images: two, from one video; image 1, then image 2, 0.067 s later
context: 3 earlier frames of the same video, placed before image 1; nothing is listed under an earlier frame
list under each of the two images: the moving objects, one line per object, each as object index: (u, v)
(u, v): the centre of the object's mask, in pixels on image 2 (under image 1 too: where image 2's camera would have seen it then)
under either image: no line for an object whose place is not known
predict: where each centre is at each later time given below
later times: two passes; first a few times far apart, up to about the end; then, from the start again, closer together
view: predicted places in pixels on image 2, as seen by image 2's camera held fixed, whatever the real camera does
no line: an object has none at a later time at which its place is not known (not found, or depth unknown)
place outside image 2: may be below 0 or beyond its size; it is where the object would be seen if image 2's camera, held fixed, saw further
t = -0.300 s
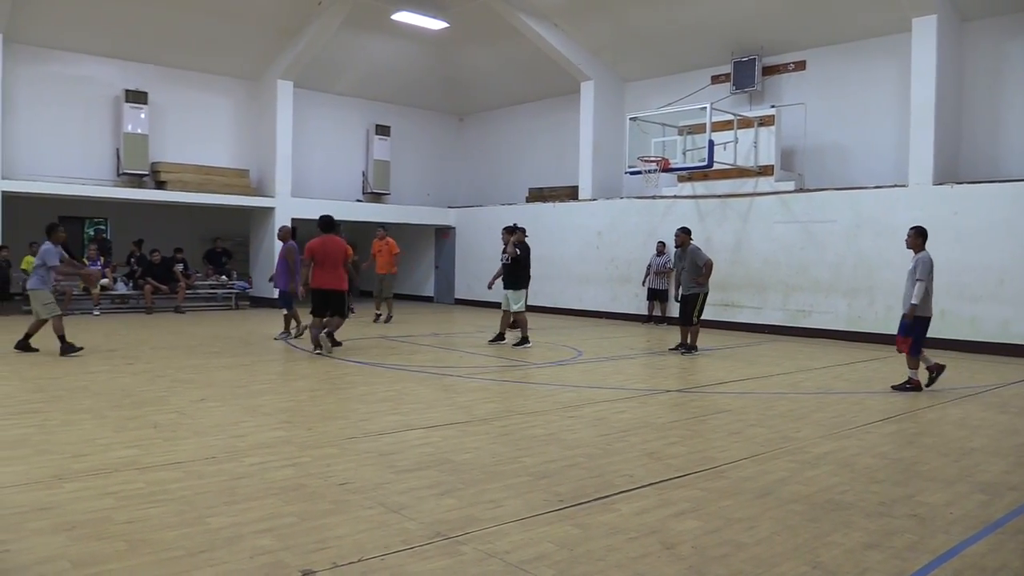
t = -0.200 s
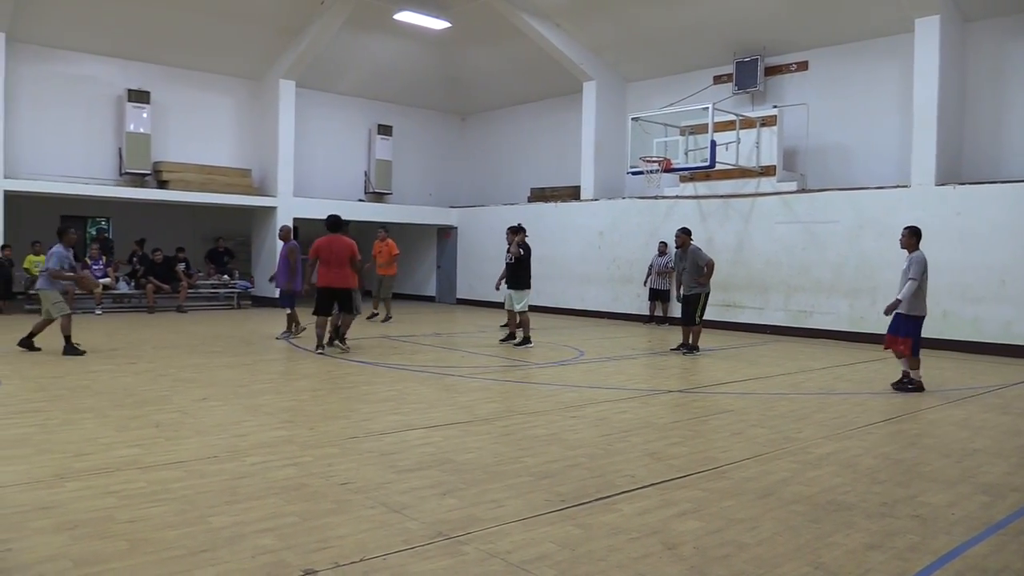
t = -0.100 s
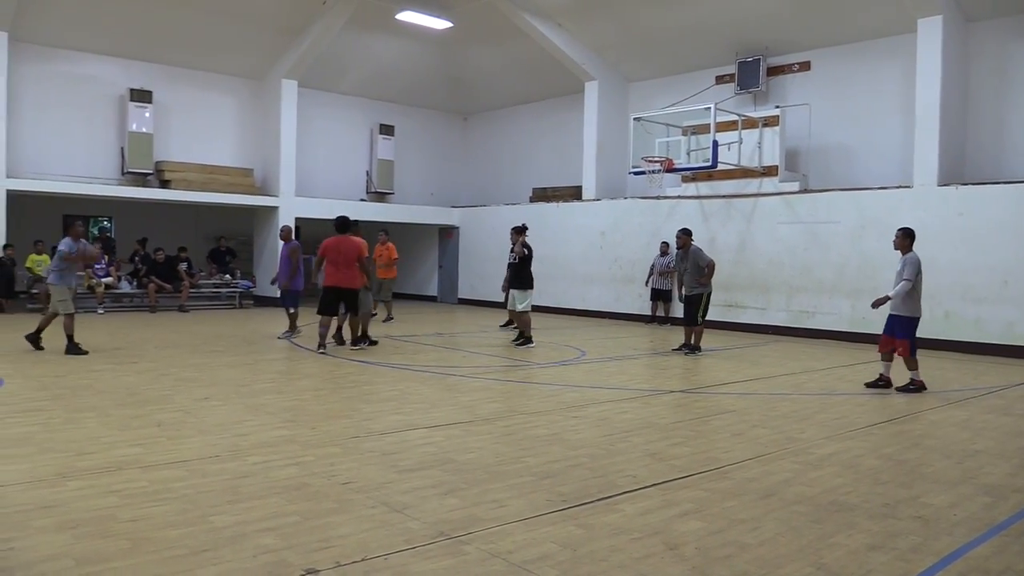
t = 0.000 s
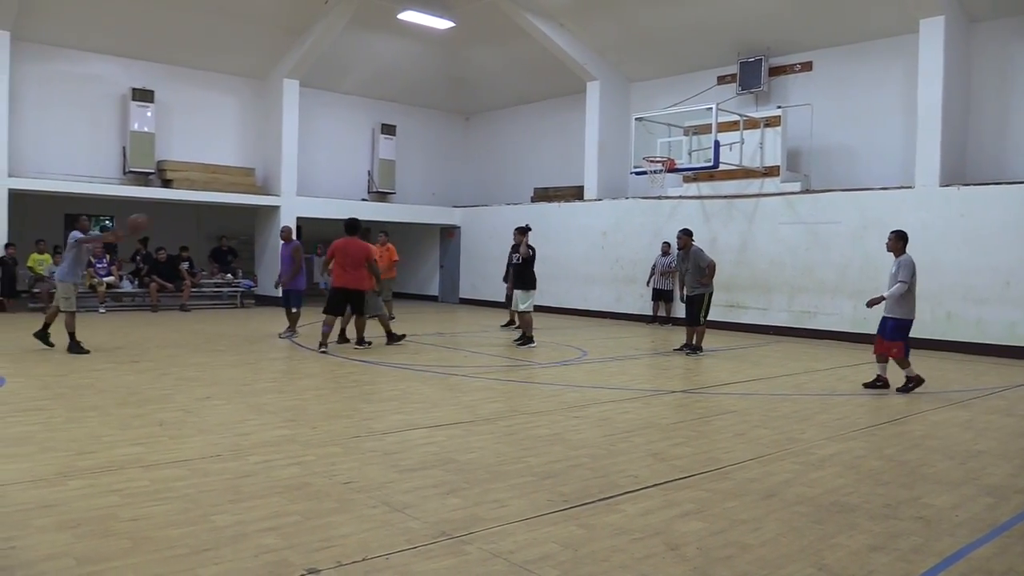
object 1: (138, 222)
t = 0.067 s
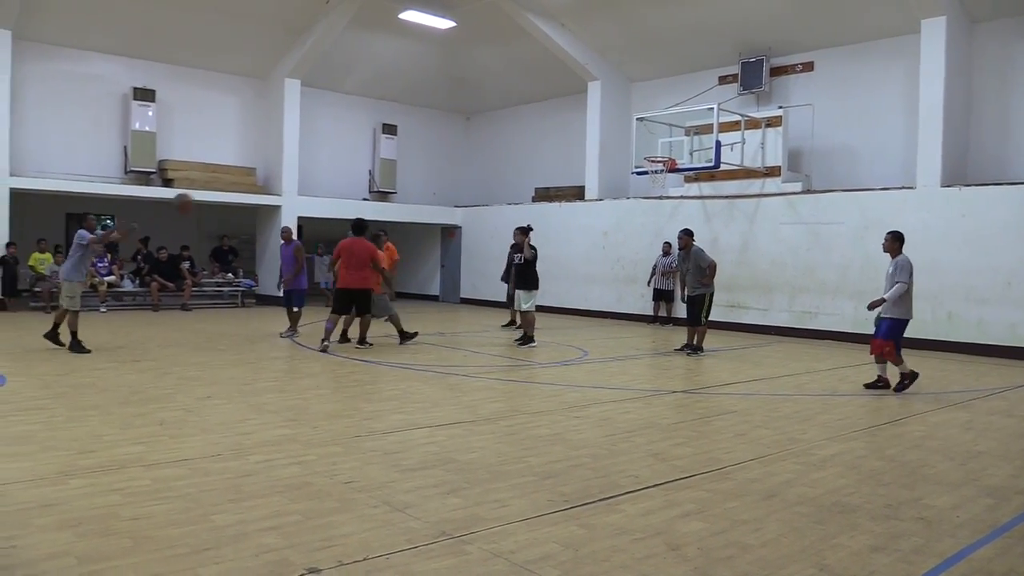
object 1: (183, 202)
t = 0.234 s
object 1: (298, 167)
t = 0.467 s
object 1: (472, 157)
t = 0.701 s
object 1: (655, 200)
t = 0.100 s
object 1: (205, 195)
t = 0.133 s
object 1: (228, 187)
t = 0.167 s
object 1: (252, 179)
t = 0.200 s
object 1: (275, 172)
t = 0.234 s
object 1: (298, 167)
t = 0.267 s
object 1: (322, 162)
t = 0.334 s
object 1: (371, 157)
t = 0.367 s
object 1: (395, 156)
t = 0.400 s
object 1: (421, 155)
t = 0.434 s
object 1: (446, 156)
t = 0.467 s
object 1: (472, 157)
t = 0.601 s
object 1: (576, 174)
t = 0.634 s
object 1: (602, 181)
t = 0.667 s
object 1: (629, 190)
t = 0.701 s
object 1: (655, 200)
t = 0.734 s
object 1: (682, 211)
